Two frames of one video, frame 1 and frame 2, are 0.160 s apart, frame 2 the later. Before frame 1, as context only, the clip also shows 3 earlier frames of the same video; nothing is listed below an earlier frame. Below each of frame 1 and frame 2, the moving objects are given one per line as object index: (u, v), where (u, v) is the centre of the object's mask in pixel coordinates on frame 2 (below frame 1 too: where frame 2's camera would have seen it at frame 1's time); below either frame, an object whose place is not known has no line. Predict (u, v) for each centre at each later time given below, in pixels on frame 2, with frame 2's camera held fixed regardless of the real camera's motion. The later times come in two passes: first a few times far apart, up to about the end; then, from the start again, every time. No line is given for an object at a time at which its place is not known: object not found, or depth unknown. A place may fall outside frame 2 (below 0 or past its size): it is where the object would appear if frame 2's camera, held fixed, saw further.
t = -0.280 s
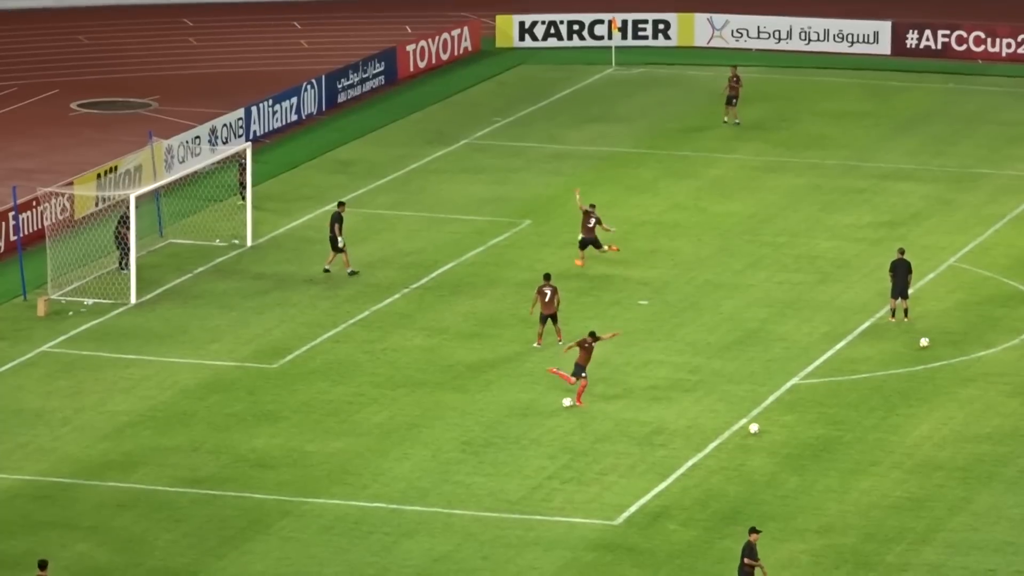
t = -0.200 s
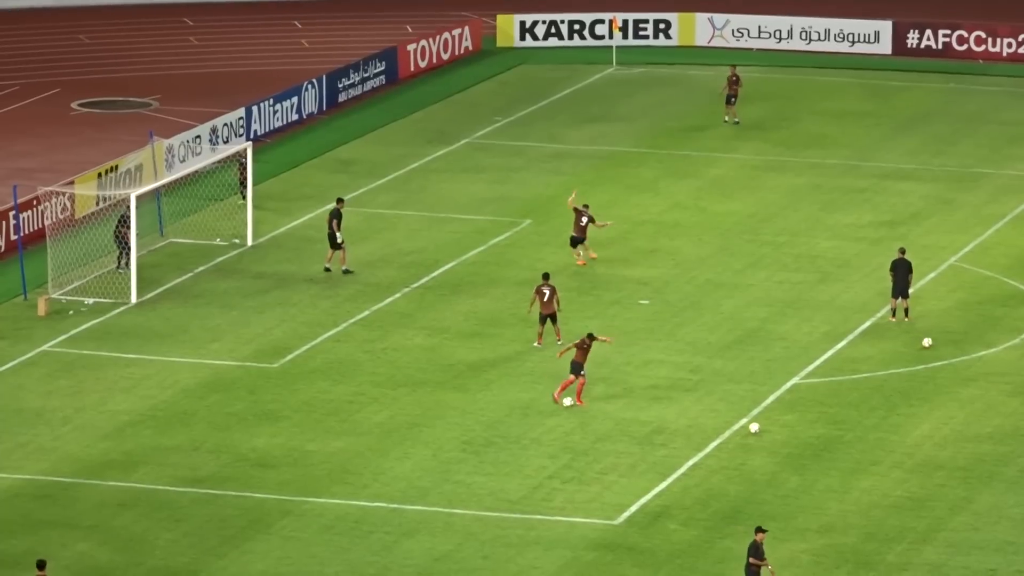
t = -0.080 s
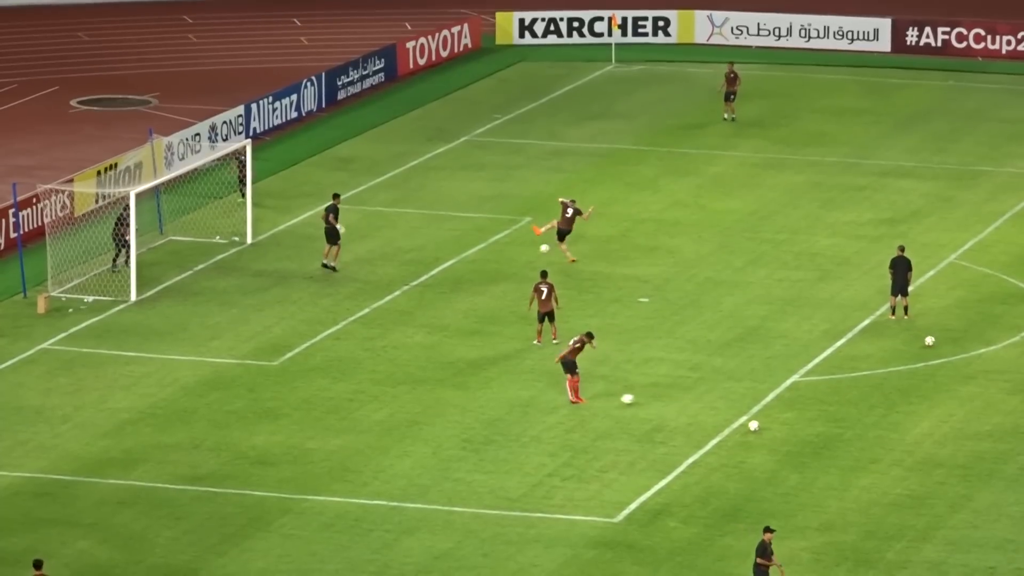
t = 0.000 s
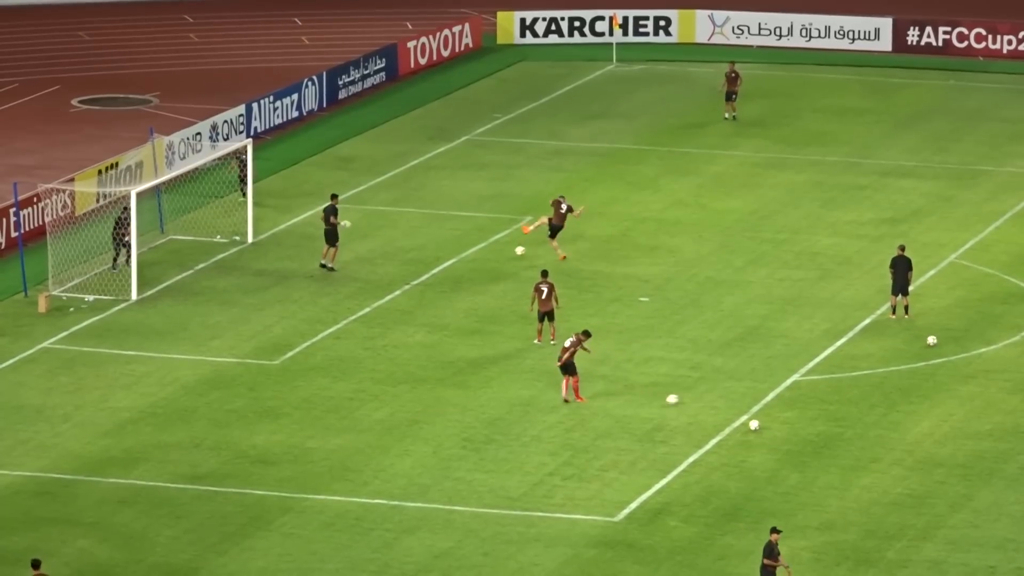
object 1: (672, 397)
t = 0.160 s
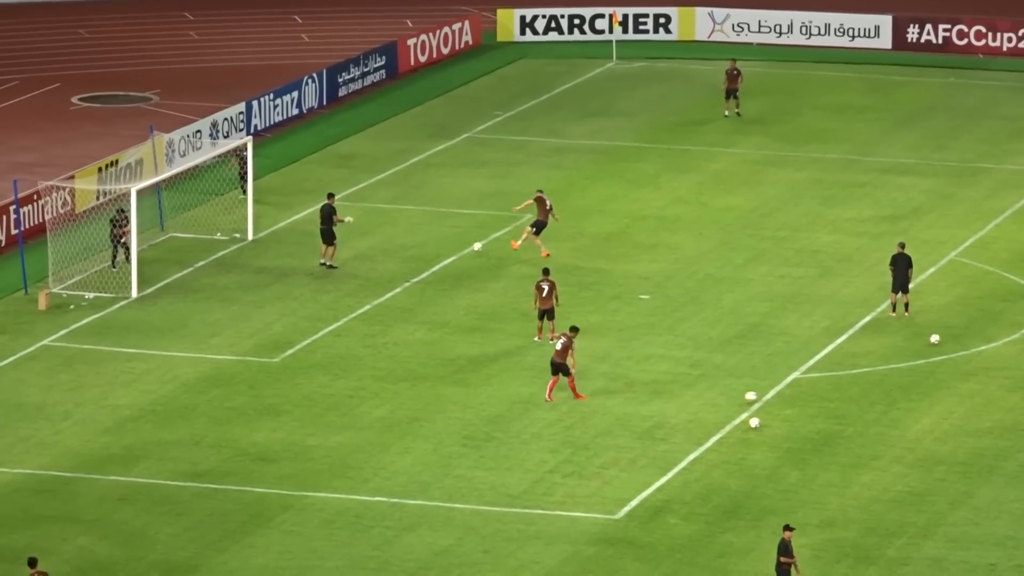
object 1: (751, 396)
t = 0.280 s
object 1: (804, 397)
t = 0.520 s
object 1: (894, 397)
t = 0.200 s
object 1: (770, 397)
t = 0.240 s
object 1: (787, 397)
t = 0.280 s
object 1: (804, 397)
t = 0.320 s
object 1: (820, 397)
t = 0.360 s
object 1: (836, 397)
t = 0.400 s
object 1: (851, 396)
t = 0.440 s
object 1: (866, 397)
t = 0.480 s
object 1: (881, 397)
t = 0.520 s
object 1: (894, 397)
